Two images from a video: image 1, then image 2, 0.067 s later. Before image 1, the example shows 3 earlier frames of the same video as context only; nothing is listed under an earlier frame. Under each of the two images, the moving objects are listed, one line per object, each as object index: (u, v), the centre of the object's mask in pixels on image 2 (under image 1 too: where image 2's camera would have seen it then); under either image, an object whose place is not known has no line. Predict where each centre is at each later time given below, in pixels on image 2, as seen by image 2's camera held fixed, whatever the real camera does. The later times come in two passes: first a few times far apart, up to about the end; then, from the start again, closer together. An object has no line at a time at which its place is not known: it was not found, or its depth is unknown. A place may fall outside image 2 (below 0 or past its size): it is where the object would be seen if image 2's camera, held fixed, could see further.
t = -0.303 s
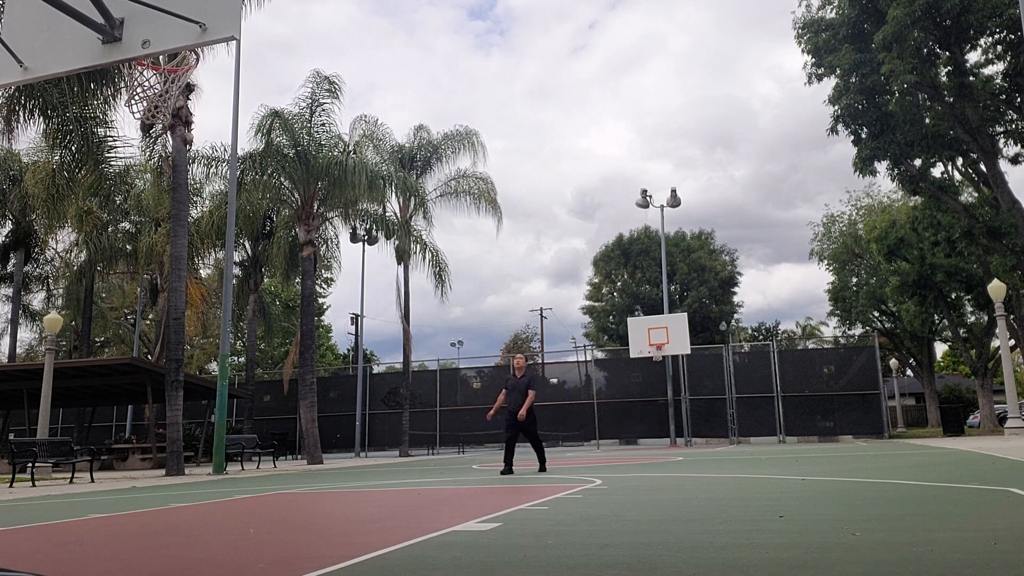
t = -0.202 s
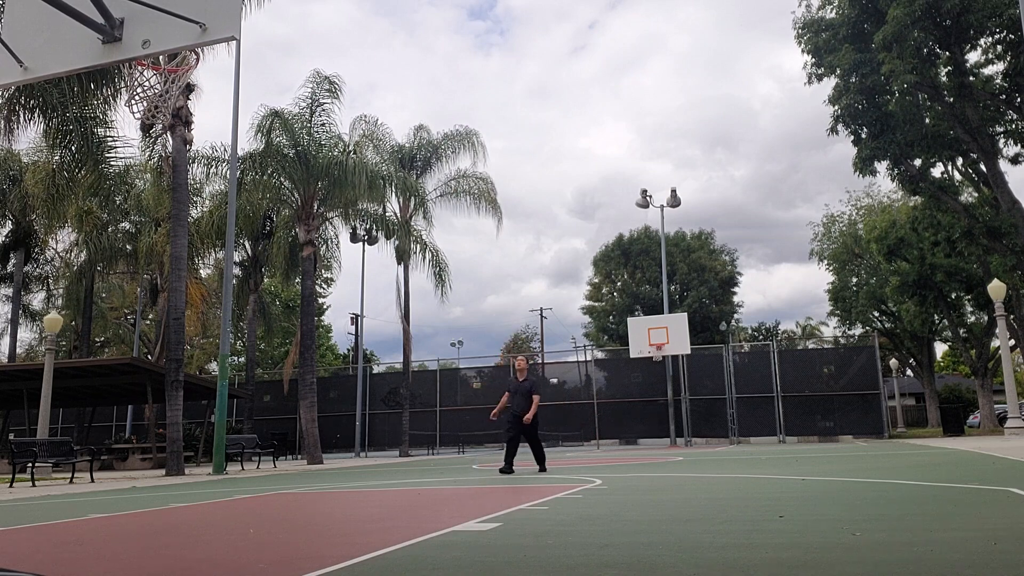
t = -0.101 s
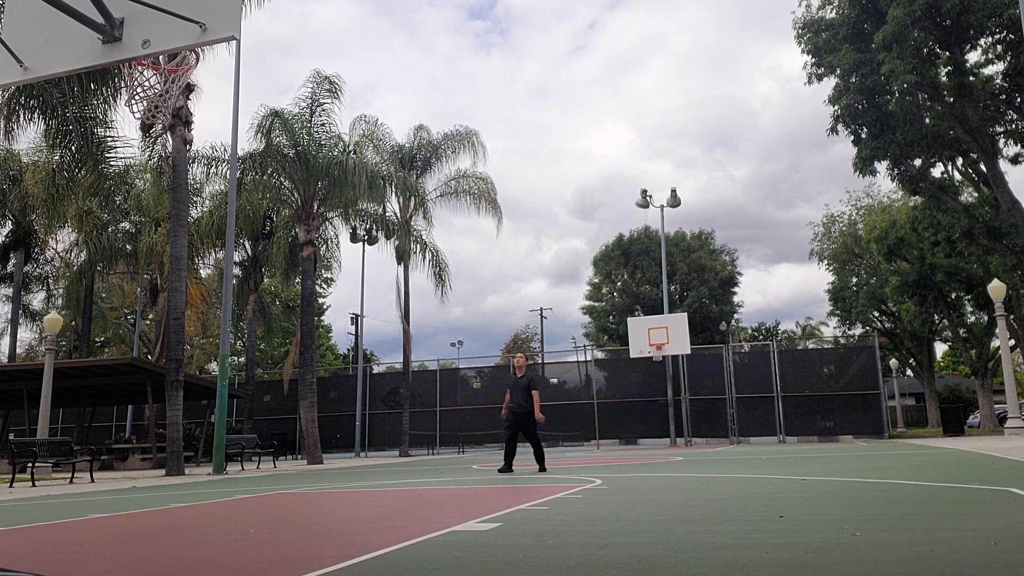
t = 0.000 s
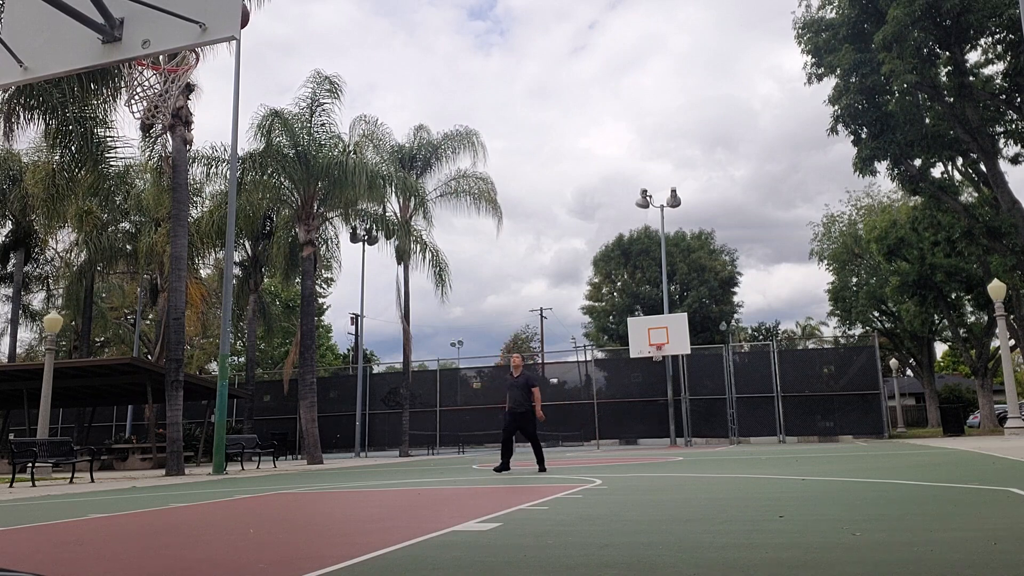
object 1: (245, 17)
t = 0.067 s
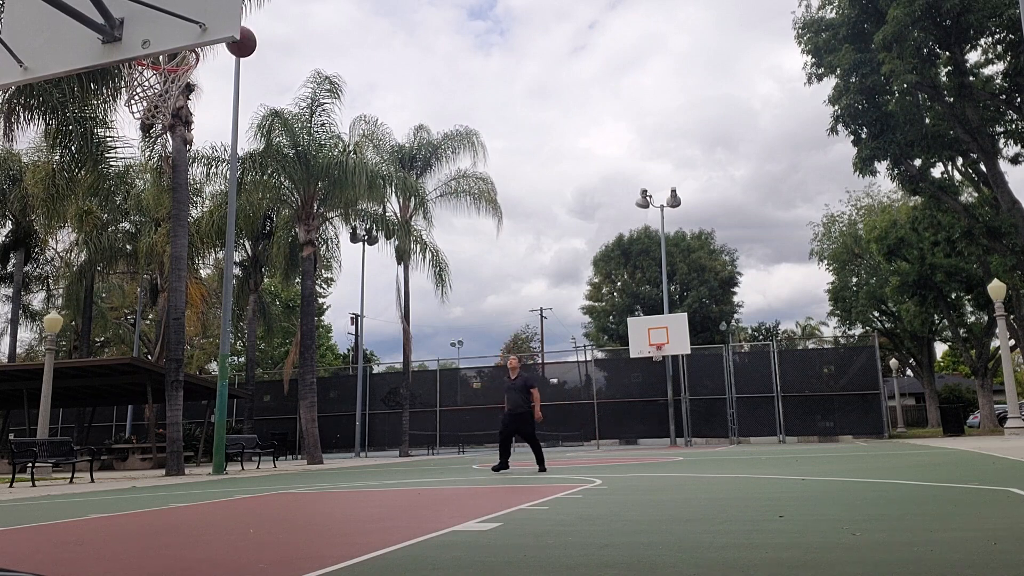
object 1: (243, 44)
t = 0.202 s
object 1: (253, 107)
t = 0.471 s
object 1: (276, 287)
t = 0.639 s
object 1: (289, 433)
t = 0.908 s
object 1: (286, 365)
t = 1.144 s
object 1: (278, 271)
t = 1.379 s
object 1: (269, 251)
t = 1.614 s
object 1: (257, 282)
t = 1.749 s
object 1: (250, 327)
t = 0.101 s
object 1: (244, 56)
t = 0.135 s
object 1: (247, 72)
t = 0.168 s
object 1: (251, 89)
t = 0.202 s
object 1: (253, 107)
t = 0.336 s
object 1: (265, 189)
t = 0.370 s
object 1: (268, 212)
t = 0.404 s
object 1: (271, 236)
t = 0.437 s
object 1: (274, 261)
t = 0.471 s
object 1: (276, 287)
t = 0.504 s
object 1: (279, 315)
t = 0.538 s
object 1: (282, 343)
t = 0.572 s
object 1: (284, 372)
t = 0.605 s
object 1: (286, 402)
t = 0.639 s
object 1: (289, 433)
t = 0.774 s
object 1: (291, 443)
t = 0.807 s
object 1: (289, 421)
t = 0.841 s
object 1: (288, 401)
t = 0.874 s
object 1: (287, 382)
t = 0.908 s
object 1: (286, 365)
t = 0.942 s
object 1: (286, 348)
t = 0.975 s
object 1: (284, 334)
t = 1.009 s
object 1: (284, 320)
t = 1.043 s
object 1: (282, 308)
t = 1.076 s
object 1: (281, 297)
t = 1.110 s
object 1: (279, 278)
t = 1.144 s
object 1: (278, 271)
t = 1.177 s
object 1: (277, 265)
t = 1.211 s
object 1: (275, 259)
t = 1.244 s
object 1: (274, 255)
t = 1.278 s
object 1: (272, 252)
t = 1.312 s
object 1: (271, 251)
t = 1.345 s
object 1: (269, 250)
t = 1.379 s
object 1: (269, 251)
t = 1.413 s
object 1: (267, 251)
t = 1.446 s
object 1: (265, 253)
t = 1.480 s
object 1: (264, 257)
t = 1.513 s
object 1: (263, 262)
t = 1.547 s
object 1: (261, 268)
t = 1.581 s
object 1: (259, 275)
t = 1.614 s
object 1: (257, 282)
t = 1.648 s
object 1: (256, 292)
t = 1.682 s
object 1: (254, 302)
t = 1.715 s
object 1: (252, 313)
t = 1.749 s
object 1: (250, 327)
